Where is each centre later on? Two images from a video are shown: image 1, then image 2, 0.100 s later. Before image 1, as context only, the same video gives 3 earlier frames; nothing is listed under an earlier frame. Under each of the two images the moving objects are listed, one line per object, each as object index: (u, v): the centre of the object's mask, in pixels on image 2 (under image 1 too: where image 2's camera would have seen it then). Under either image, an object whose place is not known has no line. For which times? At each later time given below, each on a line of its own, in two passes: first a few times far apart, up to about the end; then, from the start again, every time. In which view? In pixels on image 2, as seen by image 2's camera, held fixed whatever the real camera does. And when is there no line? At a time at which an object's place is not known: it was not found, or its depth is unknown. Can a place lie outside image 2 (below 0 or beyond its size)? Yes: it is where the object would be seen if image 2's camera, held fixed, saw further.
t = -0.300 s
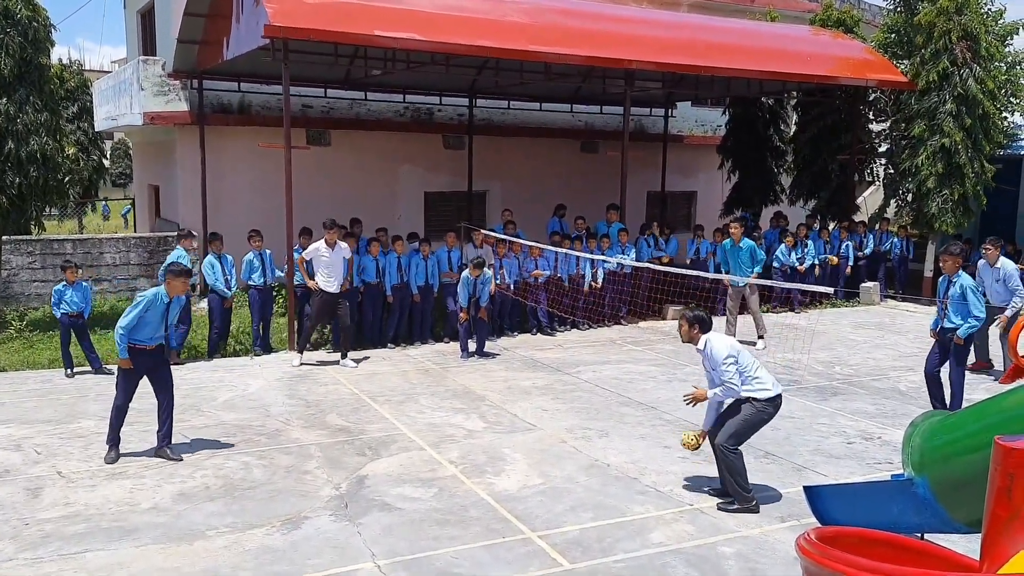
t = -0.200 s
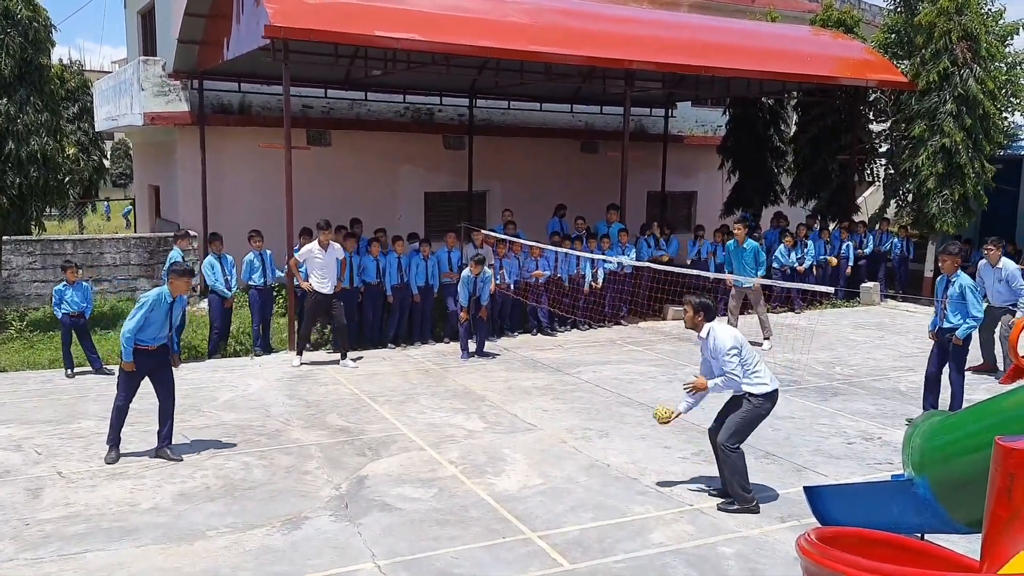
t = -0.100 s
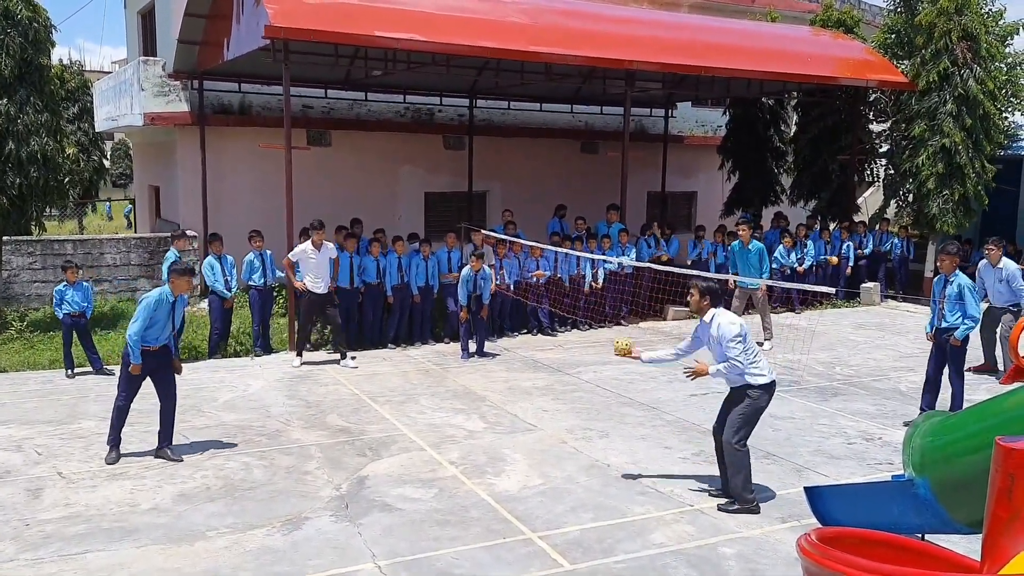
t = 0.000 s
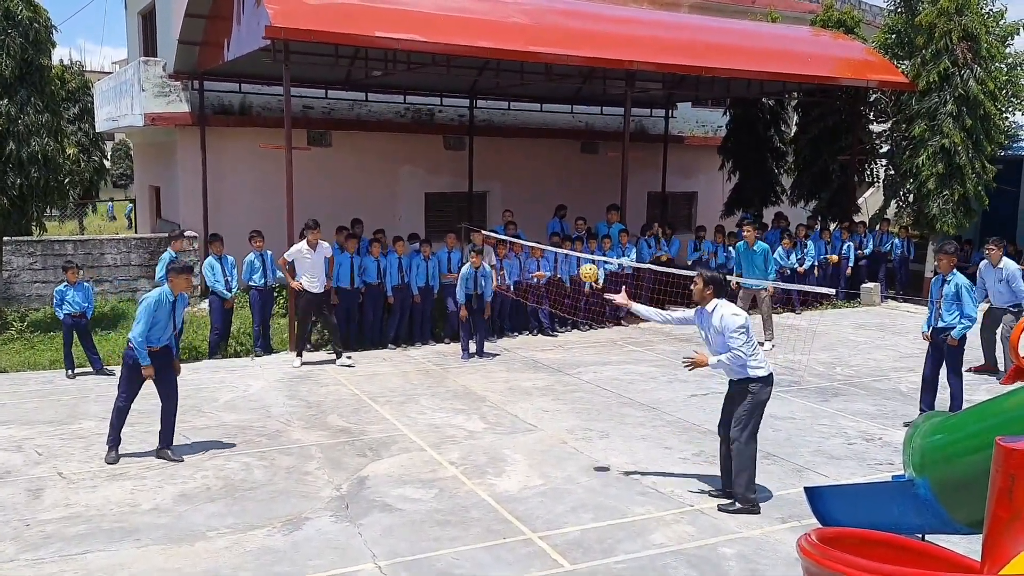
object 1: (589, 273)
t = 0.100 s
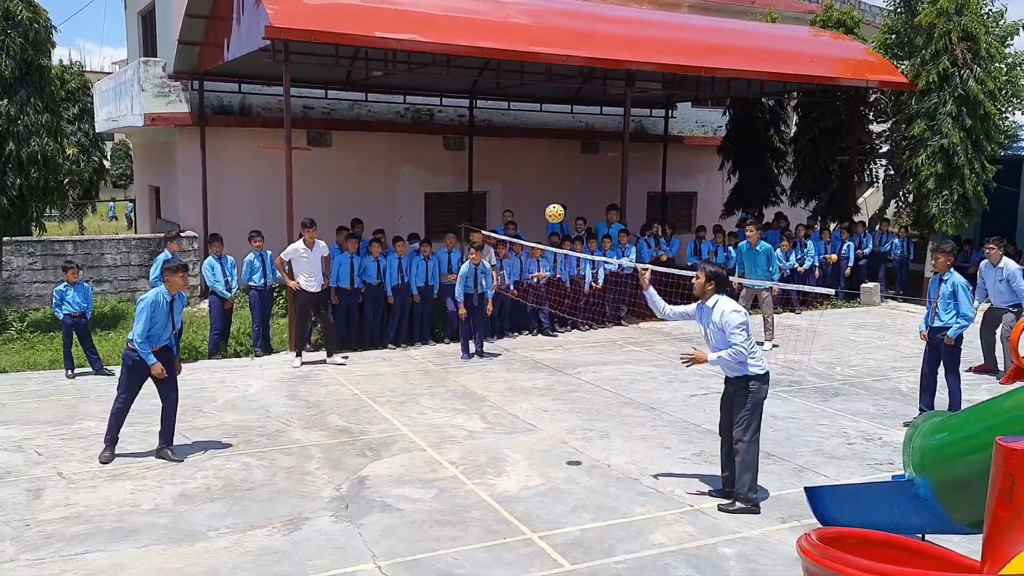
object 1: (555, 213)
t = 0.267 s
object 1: (498, 146)
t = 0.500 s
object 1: (418, 117)
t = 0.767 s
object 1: (332, 177)
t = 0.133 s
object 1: (543, 197)
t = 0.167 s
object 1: (532, 182)
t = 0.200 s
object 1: (520, 168)
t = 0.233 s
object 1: (509, 156)
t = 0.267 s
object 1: (498, 146)
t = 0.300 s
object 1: (486, 137)
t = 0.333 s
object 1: (475, 130)
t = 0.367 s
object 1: (464, 124)
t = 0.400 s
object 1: (452, 120)
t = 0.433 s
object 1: (441, 117)
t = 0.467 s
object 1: (430, 116)
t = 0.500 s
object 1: (418, 117)
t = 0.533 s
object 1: (407, 119)
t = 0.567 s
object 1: (396, 123)
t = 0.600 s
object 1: (385, 128)
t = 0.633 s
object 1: (375, 135)
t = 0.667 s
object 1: (364, 143)
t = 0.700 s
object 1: (353, 154)
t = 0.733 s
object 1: (342, 165)
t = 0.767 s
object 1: (332, 177)
